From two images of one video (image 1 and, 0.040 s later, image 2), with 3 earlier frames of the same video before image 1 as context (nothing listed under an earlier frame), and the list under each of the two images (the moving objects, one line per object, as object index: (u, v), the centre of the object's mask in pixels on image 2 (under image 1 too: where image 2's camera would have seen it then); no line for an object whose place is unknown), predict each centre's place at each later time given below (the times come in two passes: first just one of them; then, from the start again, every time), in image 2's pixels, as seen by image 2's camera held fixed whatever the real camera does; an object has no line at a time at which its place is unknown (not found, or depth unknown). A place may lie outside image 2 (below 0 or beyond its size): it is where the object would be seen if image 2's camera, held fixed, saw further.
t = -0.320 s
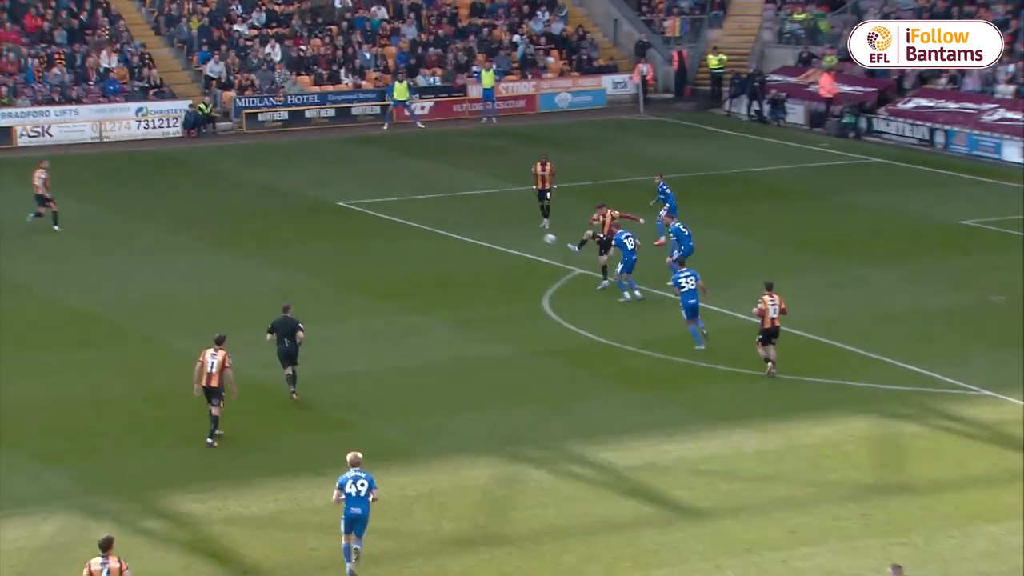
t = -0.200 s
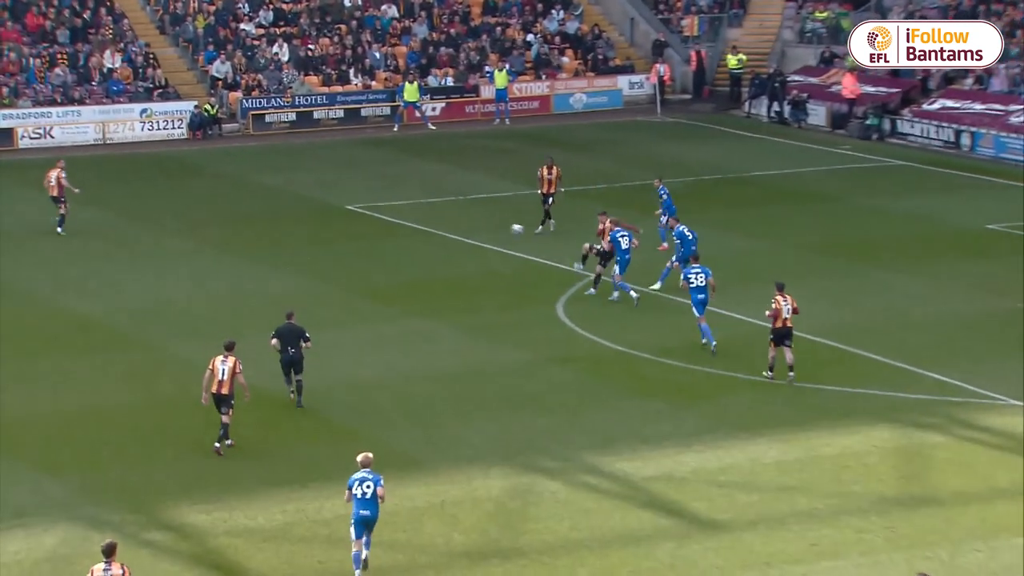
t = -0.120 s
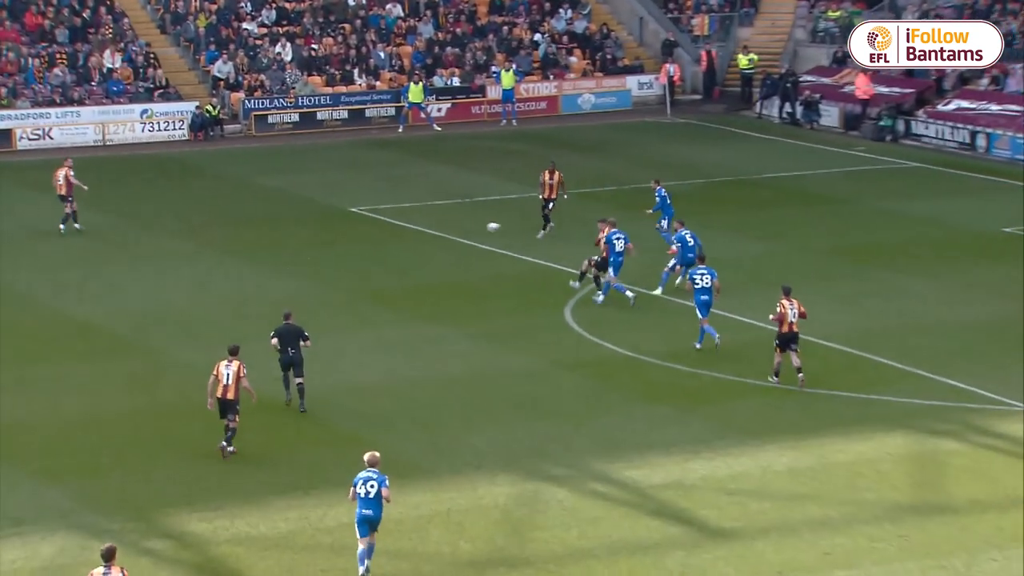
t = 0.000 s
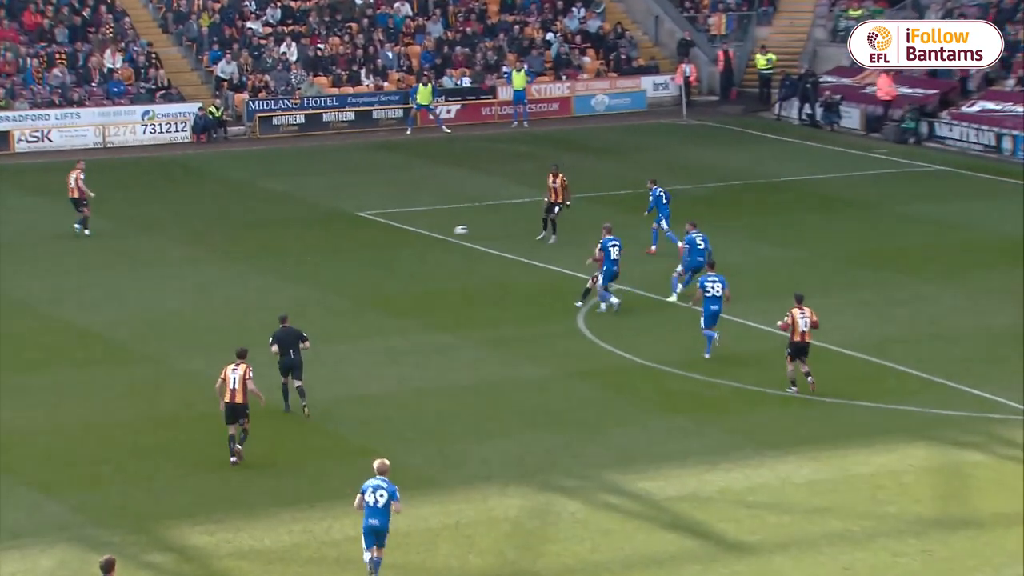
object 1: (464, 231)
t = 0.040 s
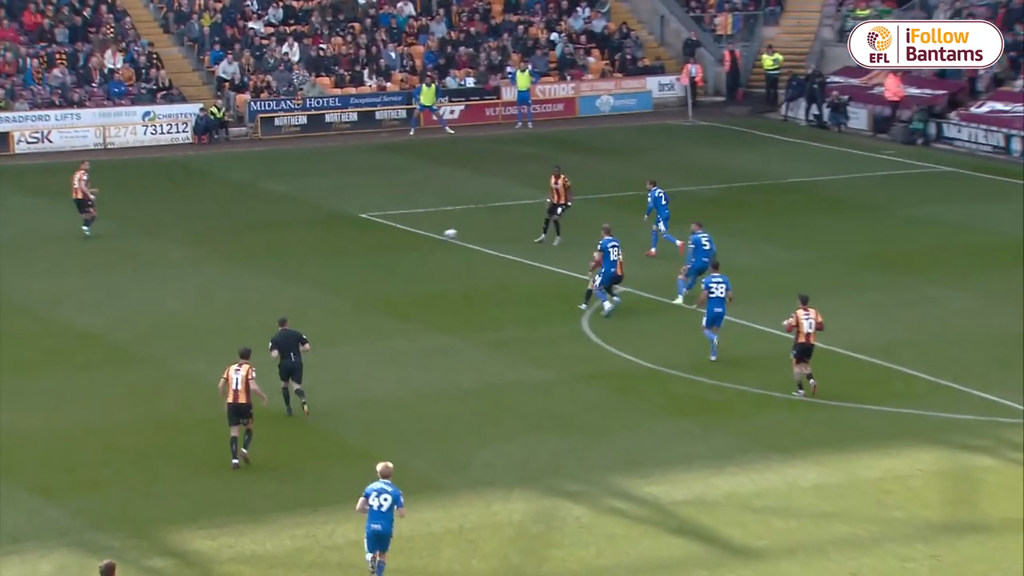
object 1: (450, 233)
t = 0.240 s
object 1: (388, 252)
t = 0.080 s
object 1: (437, 235)
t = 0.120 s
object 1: (423, 239)
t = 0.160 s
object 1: (411, 242)
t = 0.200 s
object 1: (399, 247)
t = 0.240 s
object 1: (388, 252)
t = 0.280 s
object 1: (376, 256)
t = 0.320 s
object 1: (367, 248)
